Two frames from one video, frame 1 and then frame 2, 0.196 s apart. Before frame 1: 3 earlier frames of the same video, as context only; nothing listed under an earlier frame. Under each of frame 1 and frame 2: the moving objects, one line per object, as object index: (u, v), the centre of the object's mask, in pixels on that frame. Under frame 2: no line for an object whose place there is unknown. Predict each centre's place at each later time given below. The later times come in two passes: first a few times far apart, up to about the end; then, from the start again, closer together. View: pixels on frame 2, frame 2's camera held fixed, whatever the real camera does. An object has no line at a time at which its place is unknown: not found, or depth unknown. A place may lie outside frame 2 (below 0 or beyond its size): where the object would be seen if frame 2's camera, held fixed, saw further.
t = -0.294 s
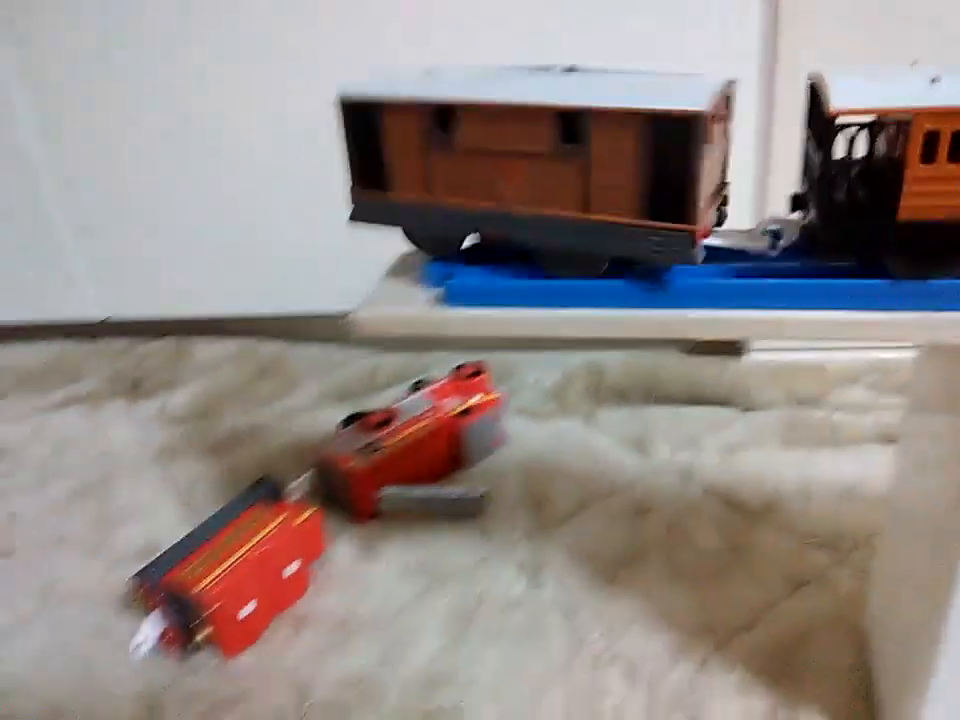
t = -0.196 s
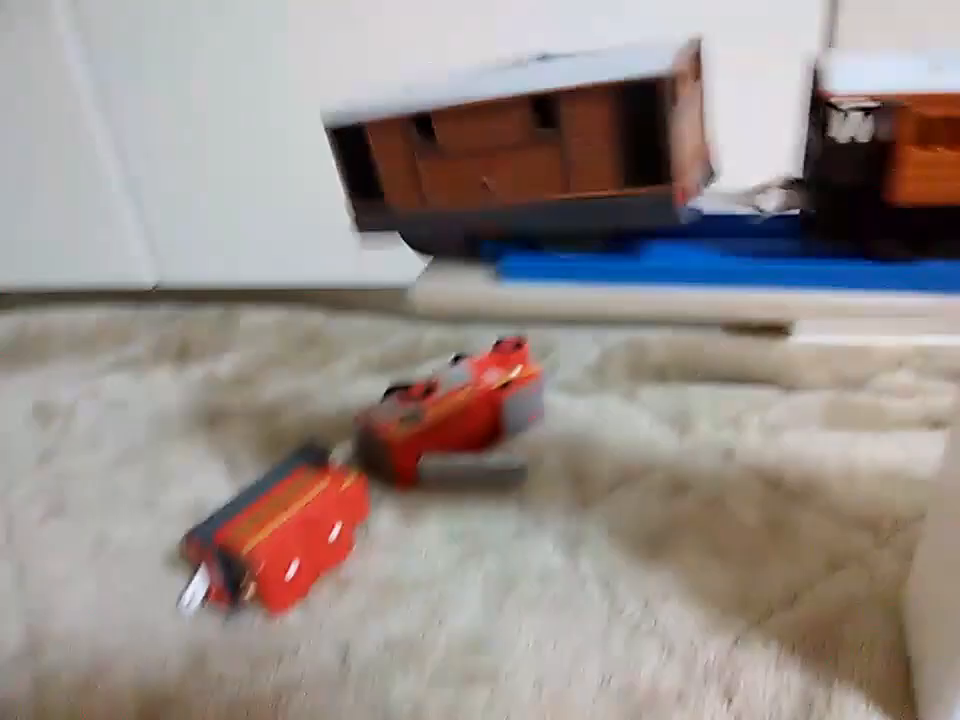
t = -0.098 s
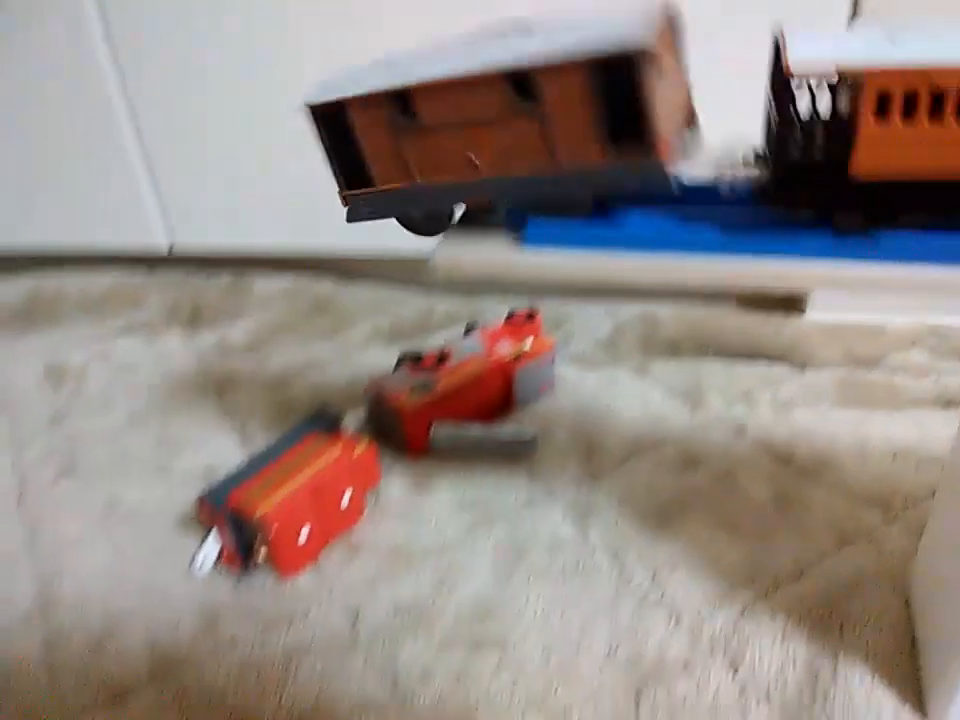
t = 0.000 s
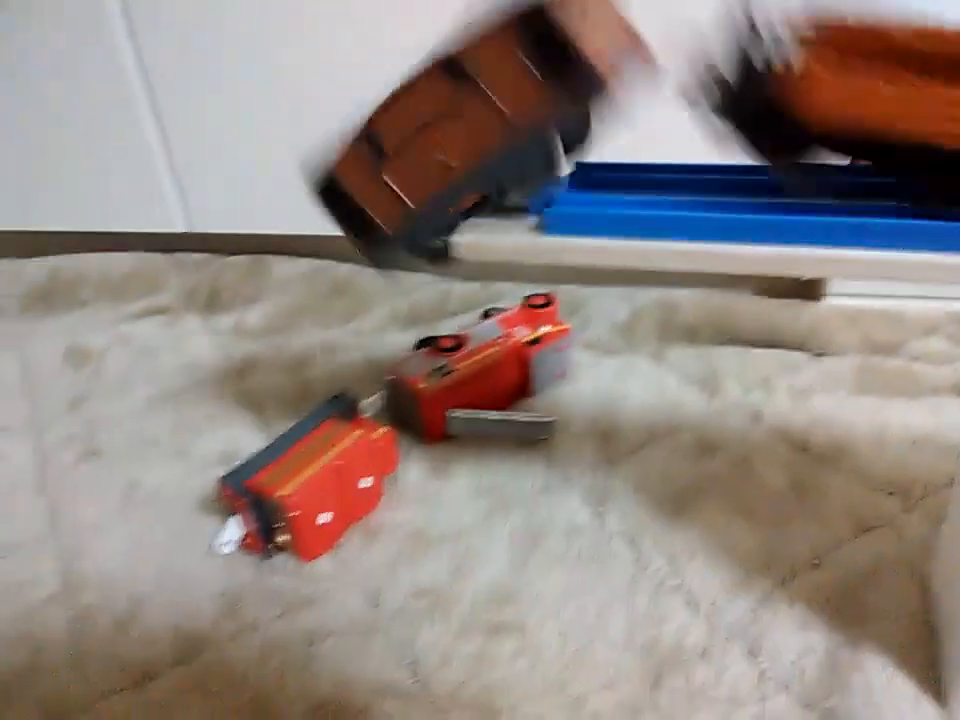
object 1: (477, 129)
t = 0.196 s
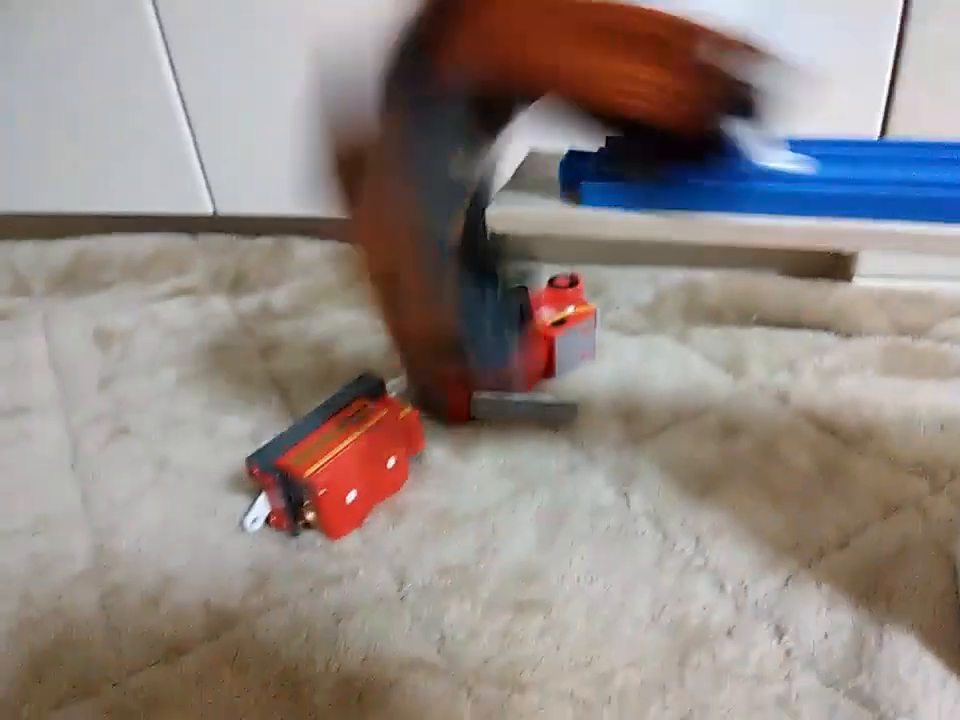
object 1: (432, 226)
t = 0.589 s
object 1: (377, 550)
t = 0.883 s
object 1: (396, 595)
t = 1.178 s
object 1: (397, 595)
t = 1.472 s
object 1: (397, 595)
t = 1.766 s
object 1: (397, 595)
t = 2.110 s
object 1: (397, 595)
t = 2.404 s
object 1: (397, 595)
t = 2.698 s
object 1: (397, 595)
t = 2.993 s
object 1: (397, 595)
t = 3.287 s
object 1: (397, 595)
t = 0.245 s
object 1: (424, 421)
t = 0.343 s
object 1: (406, 442)
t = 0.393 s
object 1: (397, 463)
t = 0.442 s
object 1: (402, 483)
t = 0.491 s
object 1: (395, 512)
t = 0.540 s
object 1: (382, 541)
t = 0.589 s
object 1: (377, 550)
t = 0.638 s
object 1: (384, 561)
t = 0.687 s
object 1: (398, 601)
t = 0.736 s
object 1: (400, 601)
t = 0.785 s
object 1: (397, 598)
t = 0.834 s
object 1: (393, 593)
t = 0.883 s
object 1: (396, 595)
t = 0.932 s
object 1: (397, 596)
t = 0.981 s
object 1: (396, 596)
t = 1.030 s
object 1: (397, 596)
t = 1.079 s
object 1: (397, 595)
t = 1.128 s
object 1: (397, 595)
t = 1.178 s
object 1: (397, 595)
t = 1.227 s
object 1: (397, 595)
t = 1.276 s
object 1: (397, 595)
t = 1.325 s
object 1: (397, 595)
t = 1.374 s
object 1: (397, 595)
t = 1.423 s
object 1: (397, 595)
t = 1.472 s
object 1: (397, 595)
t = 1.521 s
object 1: (397, 596)
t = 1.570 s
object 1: (397, 595)
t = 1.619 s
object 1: (397, 595)
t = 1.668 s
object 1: (397, 595)
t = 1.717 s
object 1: (397, 595)
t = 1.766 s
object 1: (397, 595)
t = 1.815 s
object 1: (397, 595)
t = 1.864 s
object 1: (397, 595)
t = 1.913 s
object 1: (397, 595)
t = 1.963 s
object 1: (397, 595)
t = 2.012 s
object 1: (397, 595)
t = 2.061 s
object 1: (397, 595)
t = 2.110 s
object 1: (397, 595)
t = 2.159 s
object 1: (397, 595)
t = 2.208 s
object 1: (397, 595)
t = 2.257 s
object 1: (397, 595)
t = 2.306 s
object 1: (396, 595)
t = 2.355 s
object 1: (397, 595)
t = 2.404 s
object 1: (397, 595)
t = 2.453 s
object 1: (396, 596)
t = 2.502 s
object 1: (396, 596)
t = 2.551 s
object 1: (396, 596)
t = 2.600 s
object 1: (397, 595)
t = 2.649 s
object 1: (397, 595)
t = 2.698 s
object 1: (397, 595)
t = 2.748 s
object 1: (397, 596)
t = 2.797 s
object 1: (397, 596)
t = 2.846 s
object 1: (397, 595)
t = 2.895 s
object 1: (397, 595)
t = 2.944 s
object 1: (397, 595)
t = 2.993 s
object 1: (397, 595)
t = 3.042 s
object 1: (397, 595)
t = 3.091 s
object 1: (397, 595)
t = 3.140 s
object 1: (397, 595)
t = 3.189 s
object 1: (397, 596)
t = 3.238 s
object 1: (397, 595)
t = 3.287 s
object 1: (397, 595)
